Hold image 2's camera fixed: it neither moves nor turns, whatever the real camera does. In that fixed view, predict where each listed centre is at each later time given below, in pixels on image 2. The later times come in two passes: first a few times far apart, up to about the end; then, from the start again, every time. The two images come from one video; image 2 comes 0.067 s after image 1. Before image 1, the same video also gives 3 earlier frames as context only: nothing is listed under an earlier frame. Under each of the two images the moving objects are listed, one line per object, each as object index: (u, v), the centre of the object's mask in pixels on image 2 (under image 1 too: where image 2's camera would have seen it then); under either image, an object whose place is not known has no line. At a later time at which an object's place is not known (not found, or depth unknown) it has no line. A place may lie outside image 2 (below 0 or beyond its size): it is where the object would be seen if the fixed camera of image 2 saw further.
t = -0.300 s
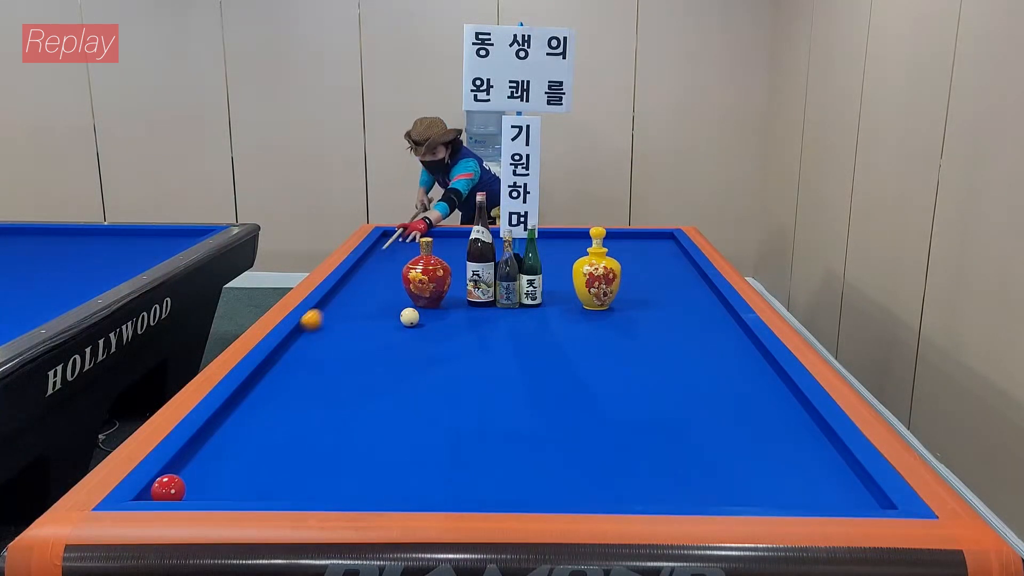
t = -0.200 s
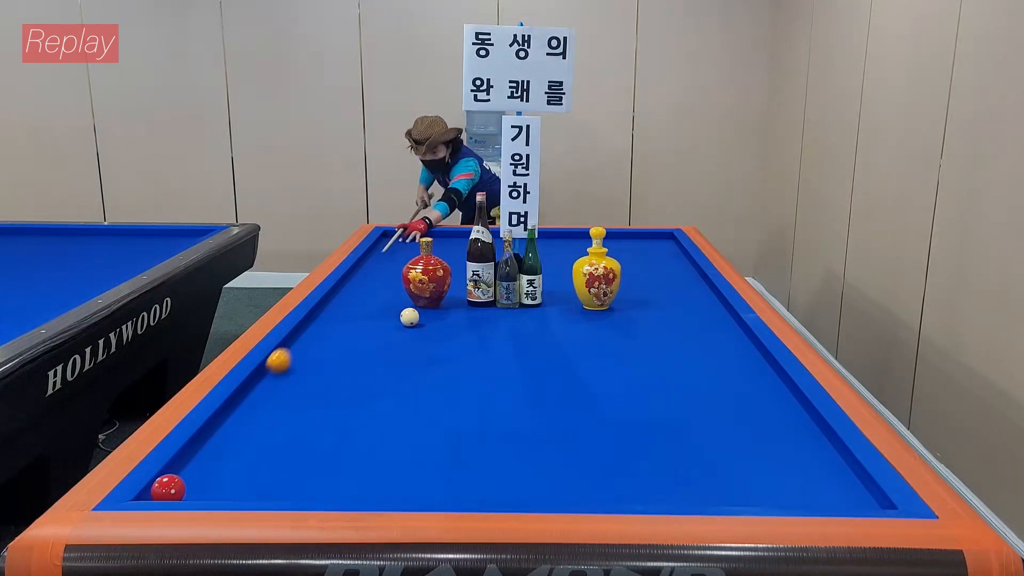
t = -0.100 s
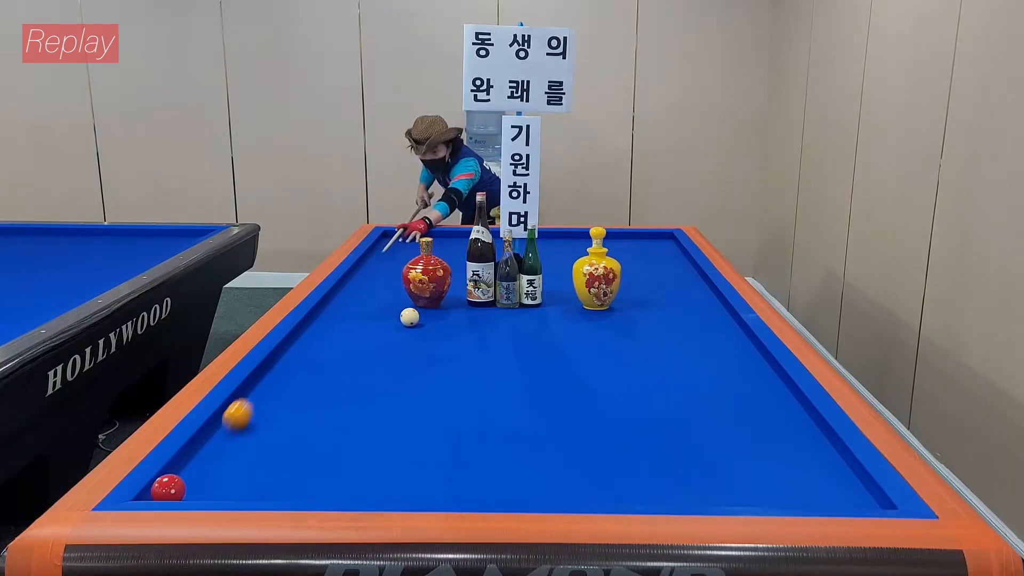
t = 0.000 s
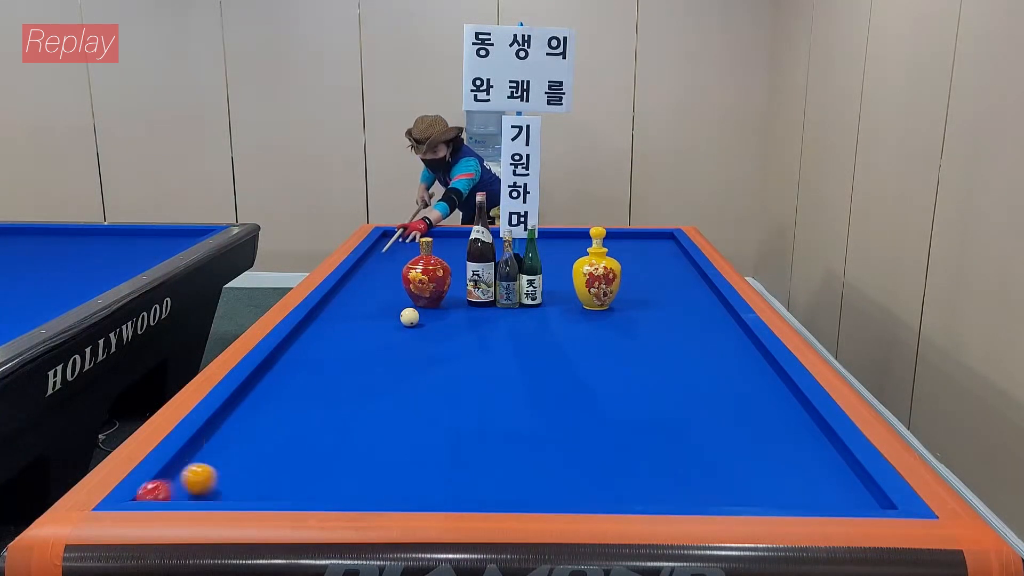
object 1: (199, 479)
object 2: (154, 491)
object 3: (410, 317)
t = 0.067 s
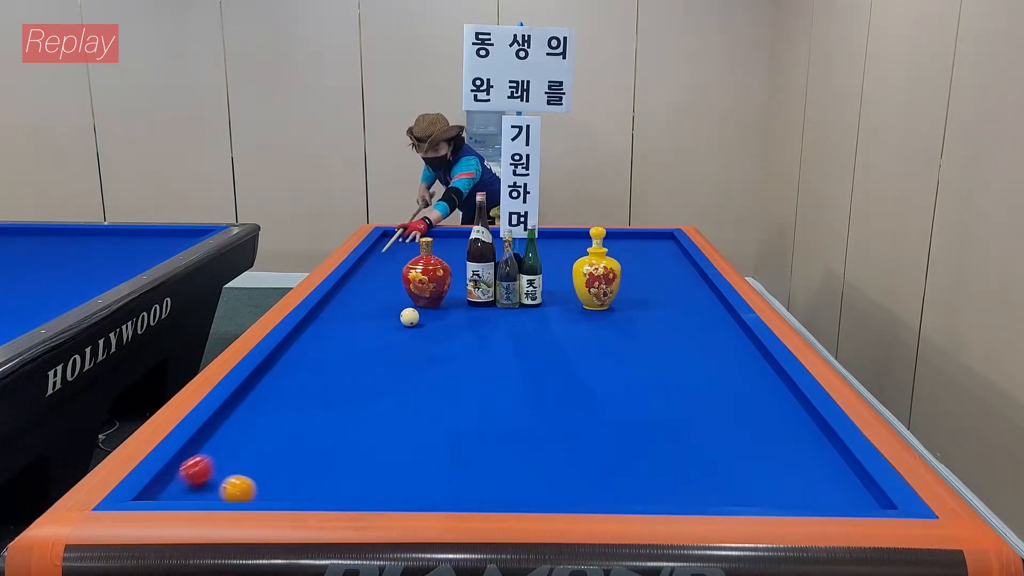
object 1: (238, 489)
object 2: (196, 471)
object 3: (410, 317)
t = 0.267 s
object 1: (392, 476)
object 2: (299, 412)
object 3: (410, 317)
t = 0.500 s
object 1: (542, 465)
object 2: (373, 369)
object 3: (410, 317)
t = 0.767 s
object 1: (696, 464)
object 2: (436, 333)
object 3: (410, 317)
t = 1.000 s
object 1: (829, 464)
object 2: (480, 307)
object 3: (410, 317)
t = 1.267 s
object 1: (746, 443)
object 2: (527, 311)
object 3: (409, 317)
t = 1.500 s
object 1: (680, 427)
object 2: (568, 317)
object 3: (409, 317)
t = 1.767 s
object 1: (613, 409)
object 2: (616, 323)
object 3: (409, 317)
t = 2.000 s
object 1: (560, 396)
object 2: (658, 329)
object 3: (409, 317)
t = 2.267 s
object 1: (506, 382)
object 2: (709, 336)
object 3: (409, 317)
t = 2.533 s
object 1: (456, 370)
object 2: (744, 344)
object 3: (409, 317)
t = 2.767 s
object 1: (417, 360)
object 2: (729, 353)
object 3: (409, 317)
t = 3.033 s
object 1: (376, 350)
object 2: (712, 363)
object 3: (409, 317)
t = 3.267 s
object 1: (343, 342)
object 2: (696, 373)
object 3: (409, 317)
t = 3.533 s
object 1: (308, 333)
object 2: (677, 384)
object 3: (409, 317)
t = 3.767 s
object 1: (318, 329)
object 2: (661, 395)
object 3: (409, 317)
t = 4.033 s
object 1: (339, 326)
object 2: (641, 407)
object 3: (409, 317)
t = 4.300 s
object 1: (358, 323)
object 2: (620, 420)
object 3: (409, 317)
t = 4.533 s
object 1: (373, 321)
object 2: (601, 432)
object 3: (409, 317)
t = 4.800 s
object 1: (390, 319)
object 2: (579, 447)
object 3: (410, 317)
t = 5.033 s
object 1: (393, 317)
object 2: (559, 459)
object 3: (419, 317)
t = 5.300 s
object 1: (396, 316)
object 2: (534, 475)
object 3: (429, 316)
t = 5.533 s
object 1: (398, 315)
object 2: (512, 487)
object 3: (437, 316)
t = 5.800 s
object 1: (400, 314)
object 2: (485, 493)
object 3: (446, 316)
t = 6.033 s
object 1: (400, 314)
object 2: (458, 489)
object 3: (452, 315)
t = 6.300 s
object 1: (402, 313)
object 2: (429, 484)
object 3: (459, 315)
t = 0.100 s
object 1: (258, 492)
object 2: (218, 459)
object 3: (410, 317)
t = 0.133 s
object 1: (287, 490)
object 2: (237, 448)
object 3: (410, 317)
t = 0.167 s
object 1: (315, 487)
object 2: (255, 438)
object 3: (410, 317)
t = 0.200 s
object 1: (342, 484)
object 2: (271, 429)
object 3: (410, 317)
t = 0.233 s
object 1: (368, 479)
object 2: (285, 420)
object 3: (410, 317)
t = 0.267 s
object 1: (392, 476)
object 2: (299, 412)
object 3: (410, 317)
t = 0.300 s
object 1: (416, 473)
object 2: (311, 405)
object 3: (410, 317)
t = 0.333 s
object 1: (438, 471)
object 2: (323, 398)
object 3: (410, 317)
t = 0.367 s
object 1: (460, 469)
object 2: (334, 392)
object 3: (410, 317)
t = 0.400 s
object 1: (481, 467)
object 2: (344, 386)
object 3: (410, 317)
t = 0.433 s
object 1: (502, 466)
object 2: (354, 380)
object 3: (410, 317)
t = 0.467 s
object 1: (522, 465)
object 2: (364, 375)
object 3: (410, 317)
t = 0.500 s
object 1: (542, 465)
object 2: (373, 369)
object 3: (410, 317)
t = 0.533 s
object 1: (561, 465)
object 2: (382, 364)
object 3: (410, 317)
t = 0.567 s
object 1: (581, 465)
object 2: (391, 359)
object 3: (410, 317)
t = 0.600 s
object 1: (600, 464)
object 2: (399, 354)
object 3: (410, 317)
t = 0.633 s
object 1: (619, 464)
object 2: (407, 350)
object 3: (410, 317)
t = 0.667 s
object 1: (638, 464)
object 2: (415, 345)
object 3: (410, 317)
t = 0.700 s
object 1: (657, 464)
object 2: (422, 341)
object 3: (410, 317)
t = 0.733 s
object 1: (677, 464)
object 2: (429, 336)
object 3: (410, 317)
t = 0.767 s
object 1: (696, 464)
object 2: (436, 333)
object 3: (410, 317)
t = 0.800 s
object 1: (715, 464)
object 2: (443, 328)
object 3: (410, 317)
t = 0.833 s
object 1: (734, 464)
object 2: (450, 325)
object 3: (410, 317)
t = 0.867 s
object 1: (753, 464)
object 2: (456, 321)
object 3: (410, 317)
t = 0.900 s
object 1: (773, 464)
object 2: (462, 317)
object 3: (410, 317)
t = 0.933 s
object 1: (792, 464)
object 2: (468, 314)
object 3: (410, 317)
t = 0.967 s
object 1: (810, 464)
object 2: (474, 311)
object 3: (410, 317)
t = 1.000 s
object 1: (829, 464)
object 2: (480, 307)
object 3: (410, 317)
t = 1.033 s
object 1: (844, 463)
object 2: (486, 304)
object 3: (410, 317)
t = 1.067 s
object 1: (827, 460)
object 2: (494, 302)
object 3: (410, 317)
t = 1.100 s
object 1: (810, 457)
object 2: (498, 304)
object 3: (410, 317)
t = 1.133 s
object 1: (795, 454)
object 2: (503, 305)
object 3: (410, 317)
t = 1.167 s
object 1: (780, 451)
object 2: (510, 307)
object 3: (409, 317)
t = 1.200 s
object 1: (768, 449)
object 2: (516, 309)
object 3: (409, 317)
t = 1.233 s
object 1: (756, 446)
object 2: (521, 310)
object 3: (409, 317)
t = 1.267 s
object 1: (746, 443)
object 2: (527, 311)
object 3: (409, 317)
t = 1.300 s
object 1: (736, 441)
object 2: (533, 312)
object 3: (409, 317)
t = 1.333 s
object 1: (726, 438)
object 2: (539, 313)
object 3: (409, 317)
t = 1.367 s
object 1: (717, 436)
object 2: (545, 313)
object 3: (409, 317)
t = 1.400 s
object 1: (707, 433)
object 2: (550, 314)
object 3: (409, 317)
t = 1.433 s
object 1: (698, 431)
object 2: (556, 315)
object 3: (409, 317)
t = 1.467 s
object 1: (689, 429)
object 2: (562, 316)
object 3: (409, 317)
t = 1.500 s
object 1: (680, 427)
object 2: (568, 317)
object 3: (409, 317)
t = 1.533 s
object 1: (671, 424)
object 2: (574, 318)
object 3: (409, 317)
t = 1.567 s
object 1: (662, 422)
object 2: (580, 318)
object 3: (409, 317)
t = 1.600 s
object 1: (654, 420)
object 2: (586, 319)
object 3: (409, 317)
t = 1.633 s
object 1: (645, 418)
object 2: (591, 320)
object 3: (409, 317)
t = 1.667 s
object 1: (637, 415)
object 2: (598, 321)
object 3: (409, 317)
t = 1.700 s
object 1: (629, 413)
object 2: (604, 322)
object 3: (409, 317)
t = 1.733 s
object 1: (621, 411)
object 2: (610, 323)
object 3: (409, 317)
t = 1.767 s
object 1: (613, 409)
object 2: (616, 323)
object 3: (409, 317)
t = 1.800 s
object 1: (605, 407)
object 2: (622, 324)
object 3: (409, 317)
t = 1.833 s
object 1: (597, 405)
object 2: (628, 325)
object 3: (409, 317)
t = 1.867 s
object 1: (590, 404)
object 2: (634, 326)
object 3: (409, 317)
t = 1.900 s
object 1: (582, 402)
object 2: (640, 327)
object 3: (409, 317)
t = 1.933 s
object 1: (575, 400)
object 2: (646, 328)
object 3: (409, 317)
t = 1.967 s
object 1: (568, 398)
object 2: (652, 328)
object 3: (409, 317)
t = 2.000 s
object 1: (560, 396)
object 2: (658, 329)
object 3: (409, 317)
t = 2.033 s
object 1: (553, 394)
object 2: (664, 330)
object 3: (409, 317)
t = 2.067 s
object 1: (546, 393)
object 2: (671, 331)
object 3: (409, 317)
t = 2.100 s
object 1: (539, 391)
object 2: (677, 332)
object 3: (409, 317)
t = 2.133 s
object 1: (532, 389)
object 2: (683, 333)
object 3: (409, 317)
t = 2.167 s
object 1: (525, 387)
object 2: (689, 333)
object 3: (409, 317)
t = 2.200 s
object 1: (519, 386)
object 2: (696, 334)
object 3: (409, 317)
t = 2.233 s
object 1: (512, 384)
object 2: (703, 335)
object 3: (409, 317)
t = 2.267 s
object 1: (506, 382)
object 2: (709, 336)
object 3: (409, 317)
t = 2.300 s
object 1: (499, 381)
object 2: (715, 337)
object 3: (409, 317)
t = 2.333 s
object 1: (493, 379)
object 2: (722, 338)
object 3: (409, 317)
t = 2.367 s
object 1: (487, 378)
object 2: (728, 339)
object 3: (409, 317)
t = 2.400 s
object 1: (481, 376)
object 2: (735, 339)
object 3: (409, 317)
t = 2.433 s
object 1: (474, 375)
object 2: (741, 340)
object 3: (409, 317)
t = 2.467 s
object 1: (468, 373)
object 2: (748, 342)
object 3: (409, 317)
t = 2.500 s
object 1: (462, 372)
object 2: (748, 343)
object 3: (409, 317)
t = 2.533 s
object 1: (456, 370)
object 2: (744, 344)
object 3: (409, 317)
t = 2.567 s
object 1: (451, 369)
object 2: (742, 345)
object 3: (409, 317)
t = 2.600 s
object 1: (445, 367)
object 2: (740, 346)
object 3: (409, 317)
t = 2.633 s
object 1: (439, 366)
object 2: (738, 348)
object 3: (409, 317)
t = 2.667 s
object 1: (433, 364)
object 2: (735, 349)
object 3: (409, 317)
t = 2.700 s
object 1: (428, 363)
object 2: (733, 350)
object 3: (409, 317)
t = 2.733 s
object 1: (423, 362)
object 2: (731, 351)
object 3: (409, 317)
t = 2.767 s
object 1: (417, 360)
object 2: (729, 353)
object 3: (409, 317)
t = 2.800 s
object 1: (412, 359)
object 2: (727, 354)
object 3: (409, 317)
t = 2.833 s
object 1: (406, 358)
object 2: (725, 355)
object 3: (409, 317)
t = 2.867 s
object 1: (401, 356)
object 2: (723, 357)
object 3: (409, 317)
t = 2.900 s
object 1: (396, 355)
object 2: (721, 358)
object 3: (409, 317)
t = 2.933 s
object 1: (391, 354)
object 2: (718, 359)
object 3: (409, 317)
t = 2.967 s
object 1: (386, 352)
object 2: (716, 360)
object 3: (409, 317)
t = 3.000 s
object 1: (381, 351)
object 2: (714, 362)
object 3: (409, 317)
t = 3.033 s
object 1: (376, 350)
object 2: (712, 363)
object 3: (409, 317)
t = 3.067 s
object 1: (371, 349)
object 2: (710, 365)
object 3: (409, 317)
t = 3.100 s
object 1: (366, 348)
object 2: (708, 366)
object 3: (409, 317)
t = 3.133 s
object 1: (361, 346)
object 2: (705, 367)
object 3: (409, 317)
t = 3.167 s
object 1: (357, 345)
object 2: (703, 369)
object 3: (409, 317)
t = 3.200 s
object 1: (352, 344)
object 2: (701, 370)
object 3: (409, 317)
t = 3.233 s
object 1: (347, 343)
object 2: (699, 372)
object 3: (409, 317)
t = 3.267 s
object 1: (343, 342)
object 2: (696, 373)
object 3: (409, 317)
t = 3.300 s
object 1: (338, 341)
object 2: (694, 374)
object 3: (409, 317)
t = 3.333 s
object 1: (334, 340)
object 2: (691, 376)
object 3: (409, 317)
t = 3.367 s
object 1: (329, 339)
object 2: (689, 377)
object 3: (409, 317)
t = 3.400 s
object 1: (325, 337)
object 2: (687, 379)
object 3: (409, 317)
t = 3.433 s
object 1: (321, 336)
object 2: (685, 380)
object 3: (409, 317)
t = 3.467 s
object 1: (316, 335)
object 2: (682, 382)
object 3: (409, 317)
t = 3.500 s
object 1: (312, 334)
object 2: (680, 383)
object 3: (409, 317)
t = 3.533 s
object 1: (308, 333)
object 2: (677, 384)
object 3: (409, 317)
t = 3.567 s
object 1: (304, 332)
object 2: (675, 386)
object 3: (409, 317)
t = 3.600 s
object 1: (302, 331)
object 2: (673, 387)
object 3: (409, 317)
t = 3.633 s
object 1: (306, 331)
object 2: (670, 389)
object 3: (409, 317)
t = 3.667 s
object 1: (310, 331)
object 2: (668, 390)
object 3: (409, 317)
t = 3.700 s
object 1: (313, 330)
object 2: (666, 392)
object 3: (409, 317)
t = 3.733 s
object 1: (315, 330)
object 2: (663, 393)
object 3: (409, 317)
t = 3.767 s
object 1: (318, 329)
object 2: (661, 395)
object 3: (409, 317)
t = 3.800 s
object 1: (321, 329)
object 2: (658, 396)
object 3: (409, 317)
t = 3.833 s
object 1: (323, 328)
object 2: (656, 398)
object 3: (409, 317)
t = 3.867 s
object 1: (326, 328)
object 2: (654, 399)
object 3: (409, 317)
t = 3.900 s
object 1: (329, 328)
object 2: (651, 401)
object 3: (409, 317)
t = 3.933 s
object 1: (331, 327)
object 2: (649, 403)
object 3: (409, 317)
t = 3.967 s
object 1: (334, 327)
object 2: (646, 404)
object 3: (409, 317)
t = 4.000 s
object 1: (336, 327)
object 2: (644, 406)
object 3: (409, 317)
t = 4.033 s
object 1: (339, 326)
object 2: (641, 407)
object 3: (409, 317)
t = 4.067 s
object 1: (341, 326)
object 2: (638, 409)
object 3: (409, 317)
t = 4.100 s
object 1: (344, 326)
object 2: (636, 410)
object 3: (409, 317)
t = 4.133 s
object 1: (346, 325)
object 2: (633, 412)
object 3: (409, 317)
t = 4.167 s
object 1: (348, 325)
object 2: (631, 414)
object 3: (409, 317)
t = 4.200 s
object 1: (351, 325)
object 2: (628, 415)
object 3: (409, 317)
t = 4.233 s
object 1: (353, 325)
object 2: (626, 417)
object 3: (409, 317)
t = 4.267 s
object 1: (356, 324)
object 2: (623, 419)
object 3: (409, 317)
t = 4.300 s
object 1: (358, 323)
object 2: (620, 420)
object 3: (409, 317)
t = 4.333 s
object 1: (360, 323)
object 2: (618, 422)
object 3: (409, 317)
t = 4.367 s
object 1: (362, 323)
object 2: (615, 424)
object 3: (409, 317)
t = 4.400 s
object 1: (365, 323)
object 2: (612, 426)
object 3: (409, 317)
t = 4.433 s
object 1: (367, 322)
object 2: (610, 427)
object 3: (409, 317)
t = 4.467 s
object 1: (369, 322)
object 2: (607, 429)
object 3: (409, 317)
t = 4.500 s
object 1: (371, 321)
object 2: (604, 431)
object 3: (409, 317)
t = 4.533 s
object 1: (373, 321)
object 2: (601, 432)
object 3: (409, 317)
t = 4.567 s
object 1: (375, 321)
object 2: (599, 434)
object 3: (409, 317)
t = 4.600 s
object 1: (378, 320)
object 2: (596, 436)
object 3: (409, 317)
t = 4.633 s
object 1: (380, 320)
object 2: (593, 438)
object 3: (409, 317)
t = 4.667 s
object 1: (382, 320)
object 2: (590, 439)
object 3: (409, 317)
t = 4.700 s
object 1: (384, 320)
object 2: (588, 441)
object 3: (409, 317)
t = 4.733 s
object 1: (386, 319)
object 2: (585, 443)
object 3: (410, 317)
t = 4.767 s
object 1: (388, 319)
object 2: (582, 445)
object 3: (410, 317)
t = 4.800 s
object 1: (390, 319)
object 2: (579, 447)
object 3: (410, 317)
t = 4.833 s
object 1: (391, 318)
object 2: (576, 449)
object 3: (411, 317)
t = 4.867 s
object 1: (391, 318)
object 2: (574, 450)
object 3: (412, 317)
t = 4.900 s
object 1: (391, 318)
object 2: (570, 452)
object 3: (414, 317)
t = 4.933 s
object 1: (392, 318)
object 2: (568, 454)
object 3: (415, 317)
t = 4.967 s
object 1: (392, 318)
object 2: (565, 456)
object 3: (416, 317)
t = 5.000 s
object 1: (393, 318)
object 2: (562, 458)
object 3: (418, 317)
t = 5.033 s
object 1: (393, 317)
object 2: (559, 459)
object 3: (419, 317)
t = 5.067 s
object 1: (393, 318)
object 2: (556, 461)
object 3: (421, 317)
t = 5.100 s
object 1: (394, 317)
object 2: (553, 463)
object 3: (422, 317)
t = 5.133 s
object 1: (394, 317)
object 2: (550, 465)
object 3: (423, 317)
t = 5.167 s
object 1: (394, 317)
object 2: (547, 467)
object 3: (424, 317)
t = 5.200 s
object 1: (395, 317)
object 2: (544, 469)
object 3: (426, 316)
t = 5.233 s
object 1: (395, 316)
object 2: (541, 471)
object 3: (427, 316)
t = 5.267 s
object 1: (395, 316)
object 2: (538, 473)
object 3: (428, 316)
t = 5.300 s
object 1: (396, 316)
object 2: (534, 475)
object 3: (429, 316)
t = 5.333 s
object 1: (396, 316)
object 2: (531, 476)
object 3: (431, 316)
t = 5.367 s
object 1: (396, 316)
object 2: (528, 478)
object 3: (432, 316)
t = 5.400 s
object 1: (397, 316)
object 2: (525, 480)
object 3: (433, 316)
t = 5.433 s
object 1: (397, 315)
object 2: (522, 482)
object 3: (434, 316)
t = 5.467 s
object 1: (397, 315)
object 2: (519, 484)
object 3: (435, 316)
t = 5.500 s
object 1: (397, 315)
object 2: (515, 486)
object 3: (436, 316)
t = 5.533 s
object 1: (398, 315)
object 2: (512, 487)
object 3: (437, 316)
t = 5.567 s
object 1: (398, 315)
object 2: (509, 489)
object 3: (438, 316)
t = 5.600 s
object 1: (398, 315)
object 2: (506, 490)
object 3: (440, 316)
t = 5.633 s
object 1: (398, 315)
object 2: (503, 491)
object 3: (441, 316)
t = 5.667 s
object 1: (399, 314)
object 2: (499, 492)
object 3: (442, 316)
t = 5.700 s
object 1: (399, 314)
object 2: (496, 493)
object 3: (443, 316)
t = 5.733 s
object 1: (399, 314)
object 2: (493, 494)
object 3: (444, 316)
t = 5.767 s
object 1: (399, 314)
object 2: (489, 494)
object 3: (445, 316)
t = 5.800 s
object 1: (400, 314)
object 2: (485, 493)
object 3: (446, 316)
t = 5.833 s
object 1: (400, 314)
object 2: (480, 493)
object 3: (447, 316)
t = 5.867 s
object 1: (400, 314)
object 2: (477, 492)
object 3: (448, 316)
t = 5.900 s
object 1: (400, 314)
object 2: (473, 491)
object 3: (449, 316)
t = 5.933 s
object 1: (400, 314)
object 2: (469, 491)
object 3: (450, 316)
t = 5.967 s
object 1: (400, 314)
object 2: (465, 490)
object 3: (450, 316)
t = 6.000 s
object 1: (400, 314)
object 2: (462, 490)
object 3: (451, 315)
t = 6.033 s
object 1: (400, 314)
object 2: (458, 489)
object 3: (452, 315)
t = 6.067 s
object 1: (401, 313)
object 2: (454, 488)
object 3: (453, 315)
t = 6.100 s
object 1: (401, 313)
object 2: (450, 488)
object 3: (454, 315)
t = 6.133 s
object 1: (401, 313)
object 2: (447, 487)
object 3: (455, 315)
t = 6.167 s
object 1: (401, 313)
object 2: (443, 487)
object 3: (456, 315)
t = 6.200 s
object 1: (401, 313)
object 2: (439, 486)
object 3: (457, 315)
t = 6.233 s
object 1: (401, 313)
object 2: (436, 485)
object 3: (458, 315)
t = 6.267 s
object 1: (402, 313)
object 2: (433, 485)
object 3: (458, 315)
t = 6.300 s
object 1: (402, 313)
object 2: (429, 484)
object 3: (459, 315)
